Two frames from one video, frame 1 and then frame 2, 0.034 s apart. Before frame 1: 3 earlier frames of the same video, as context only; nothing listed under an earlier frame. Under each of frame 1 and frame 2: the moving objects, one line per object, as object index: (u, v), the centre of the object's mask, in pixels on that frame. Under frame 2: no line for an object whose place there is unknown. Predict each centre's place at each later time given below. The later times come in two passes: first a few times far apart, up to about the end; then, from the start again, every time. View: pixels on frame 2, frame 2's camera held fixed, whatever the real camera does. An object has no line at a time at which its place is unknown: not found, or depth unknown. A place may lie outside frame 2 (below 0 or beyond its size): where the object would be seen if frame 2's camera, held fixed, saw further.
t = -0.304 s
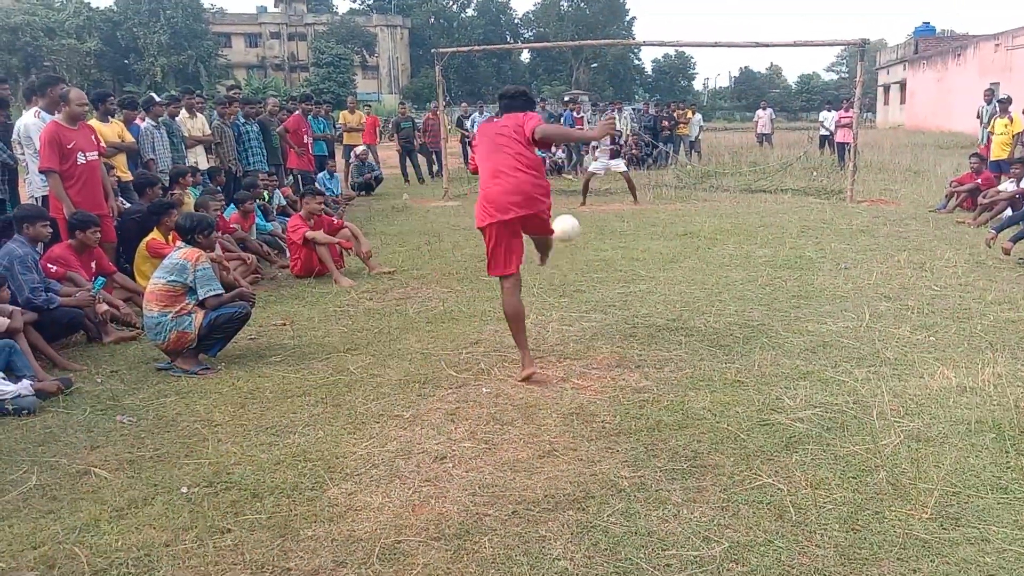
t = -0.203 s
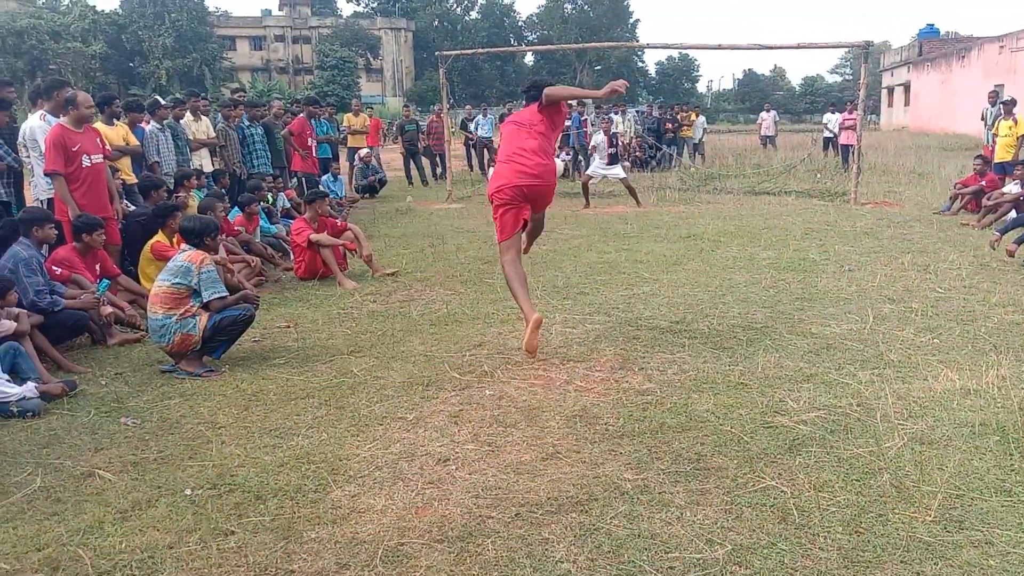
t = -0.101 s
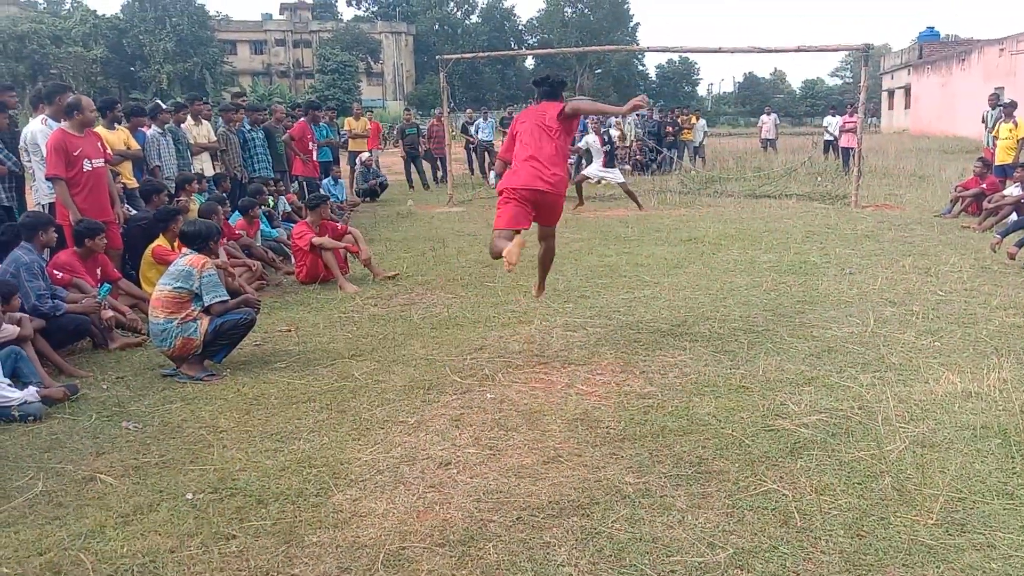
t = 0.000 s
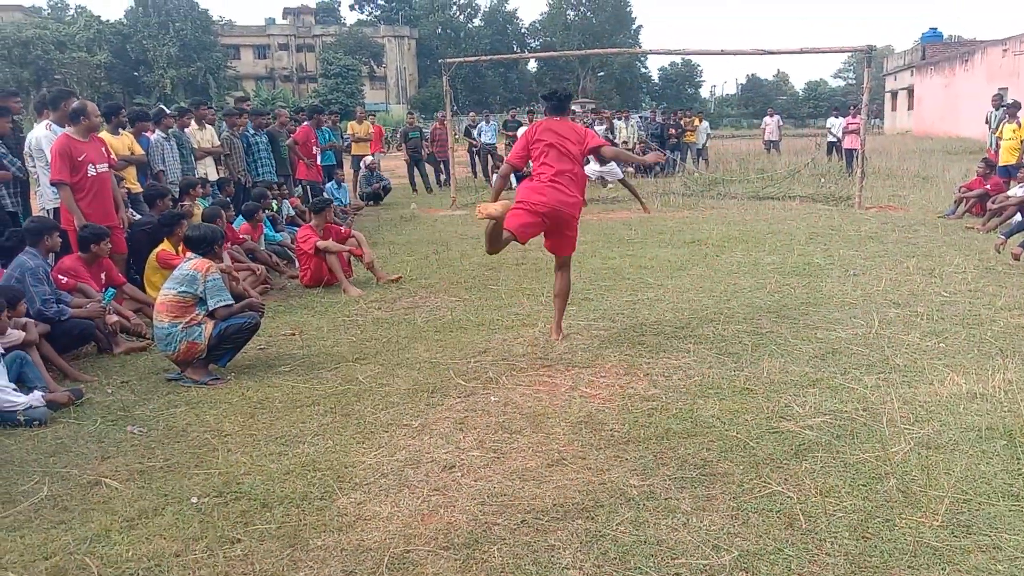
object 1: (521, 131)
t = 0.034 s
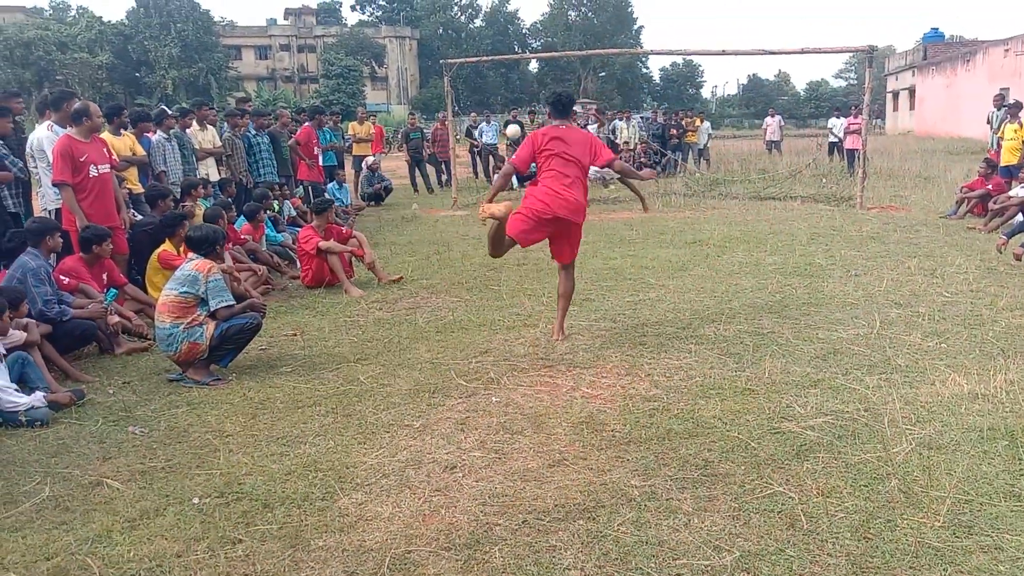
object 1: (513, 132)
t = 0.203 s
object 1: (457, 129)
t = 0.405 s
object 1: (496, 128)
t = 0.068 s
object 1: (501, 129)
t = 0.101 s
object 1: (489, 127)
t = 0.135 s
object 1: (478, 127)
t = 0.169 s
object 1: (467, 128)
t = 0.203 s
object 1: (457, 129)
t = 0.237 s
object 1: (462, 127)
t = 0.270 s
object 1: (468, 126)
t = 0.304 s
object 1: (475, 125)
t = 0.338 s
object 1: (482, 125)
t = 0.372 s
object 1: (489, 126)
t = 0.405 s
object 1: (496, 128)
